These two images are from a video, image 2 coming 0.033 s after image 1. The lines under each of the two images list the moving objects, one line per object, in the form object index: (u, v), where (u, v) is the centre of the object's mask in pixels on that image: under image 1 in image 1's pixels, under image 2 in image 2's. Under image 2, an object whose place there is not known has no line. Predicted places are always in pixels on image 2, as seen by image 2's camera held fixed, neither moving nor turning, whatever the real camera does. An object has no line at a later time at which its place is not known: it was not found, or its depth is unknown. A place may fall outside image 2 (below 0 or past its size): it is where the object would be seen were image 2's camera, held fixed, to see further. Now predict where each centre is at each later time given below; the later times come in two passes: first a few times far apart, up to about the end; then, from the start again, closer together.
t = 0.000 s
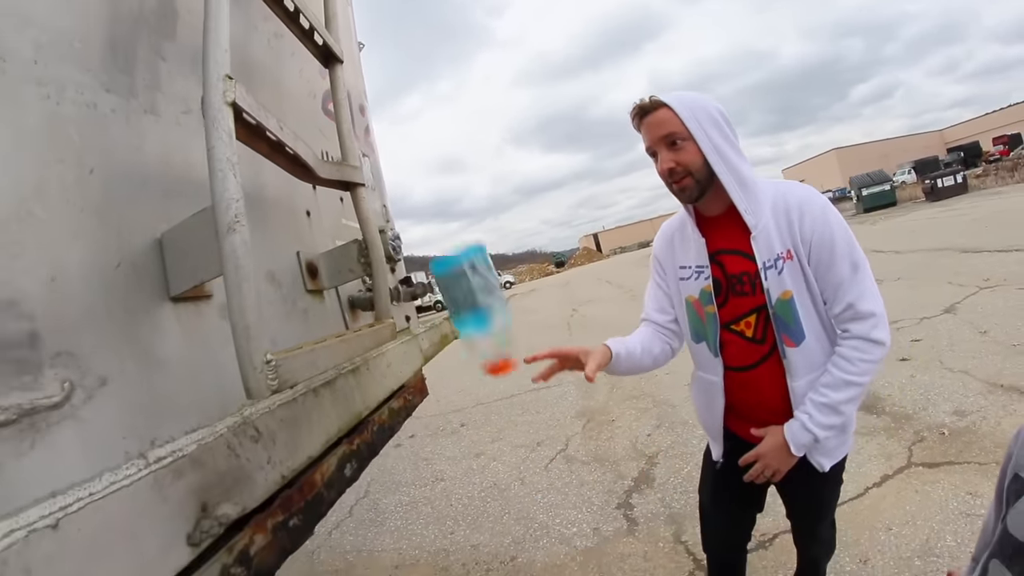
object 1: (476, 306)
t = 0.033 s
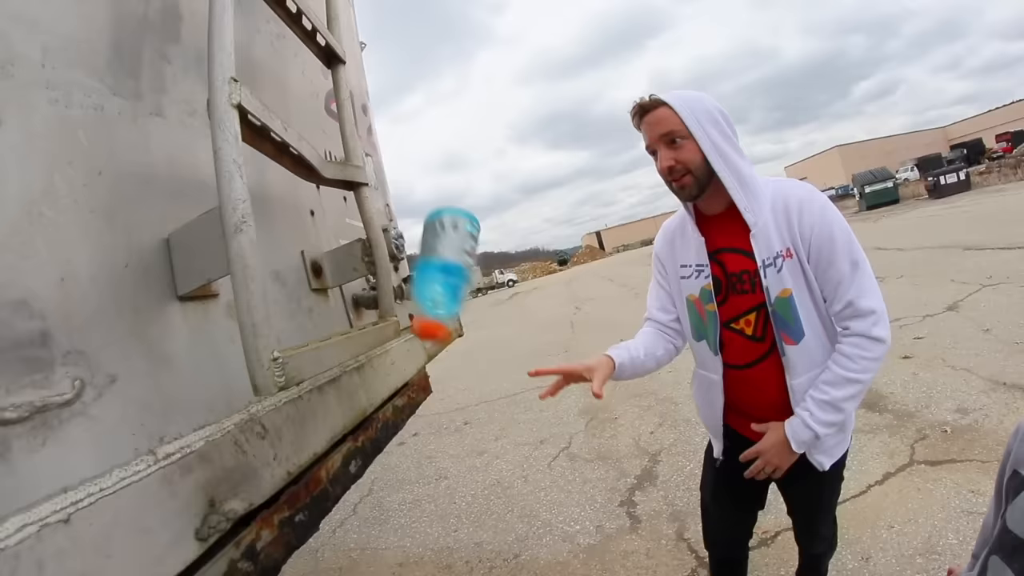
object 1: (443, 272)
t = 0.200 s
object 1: (343, 209)
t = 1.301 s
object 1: (308, 292)
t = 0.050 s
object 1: (427, 254)
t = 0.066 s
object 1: (413, 241)
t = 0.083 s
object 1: (402, 229)
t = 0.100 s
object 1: (390, 220)
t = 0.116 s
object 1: (380, 212)
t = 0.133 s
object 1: (371, 207)
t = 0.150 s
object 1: (362, 204)
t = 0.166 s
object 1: (354, 203)
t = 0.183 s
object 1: (347, 203)
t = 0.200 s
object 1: (343, 209)
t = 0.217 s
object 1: (340, 218)
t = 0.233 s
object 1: (335, 226)
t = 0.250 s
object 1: (332, 239)
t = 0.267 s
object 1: (330, 251)
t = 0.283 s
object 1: (327, 266)
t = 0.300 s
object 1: (322, 272)
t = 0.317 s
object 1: (319, 272)
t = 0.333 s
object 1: (317, 277)
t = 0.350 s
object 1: (311, 282)
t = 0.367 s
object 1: (309, 283)
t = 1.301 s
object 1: (308, 292)
